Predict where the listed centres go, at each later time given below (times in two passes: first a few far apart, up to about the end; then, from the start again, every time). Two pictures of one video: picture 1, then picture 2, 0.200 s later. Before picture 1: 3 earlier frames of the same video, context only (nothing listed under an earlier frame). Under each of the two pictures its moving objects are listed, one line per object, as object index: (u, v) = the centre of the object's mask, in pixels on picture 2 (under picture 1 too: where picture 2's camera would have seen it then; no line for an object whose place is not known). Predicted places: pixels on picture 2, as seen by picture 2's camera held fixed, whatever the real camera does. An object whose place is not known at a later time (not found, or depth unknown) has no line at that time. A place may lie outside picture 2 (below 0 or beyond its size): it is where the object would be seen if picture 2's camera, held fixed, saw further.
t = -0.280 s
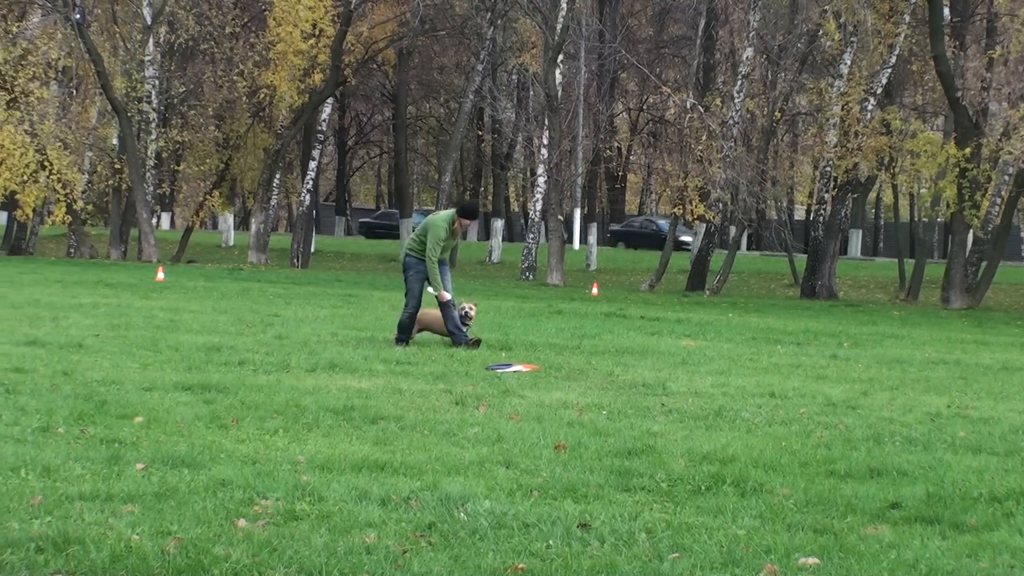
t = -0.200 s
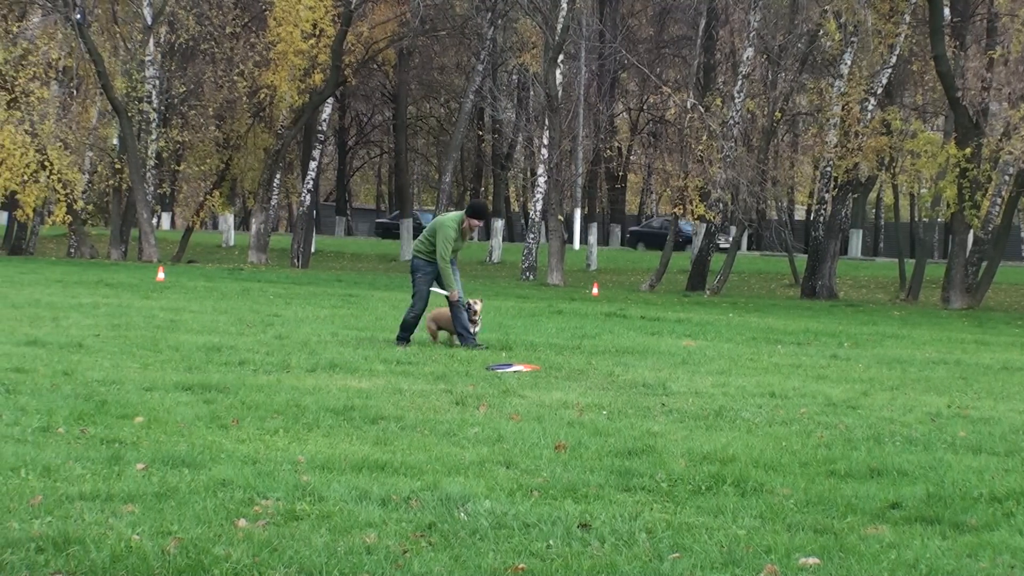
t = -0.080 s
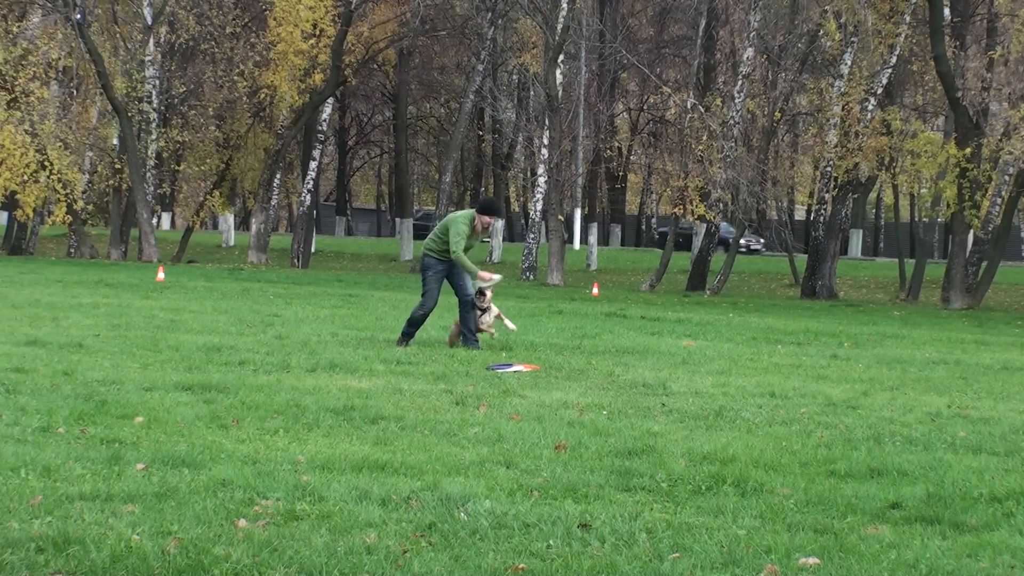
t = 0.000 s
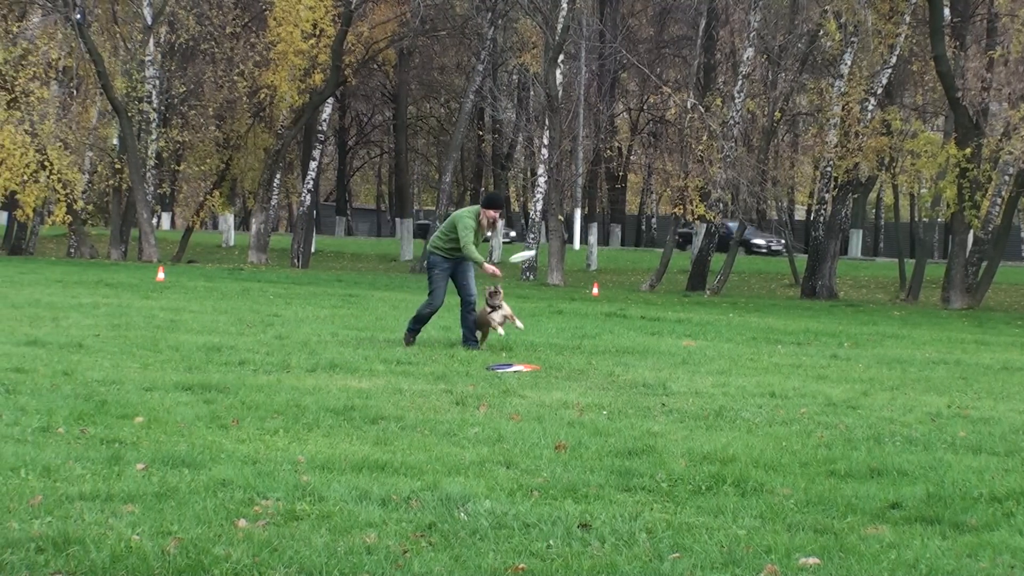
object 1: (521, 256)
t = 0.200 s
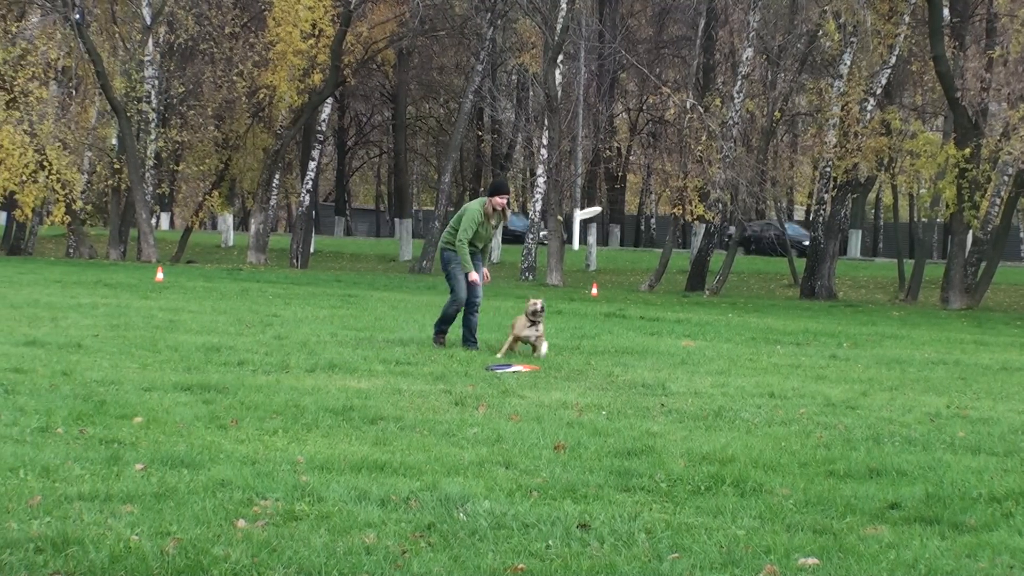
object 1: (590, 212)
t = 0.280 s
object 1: (613, 201)
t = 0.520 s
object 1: (679, 184)
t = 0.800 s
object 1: (745, 191)
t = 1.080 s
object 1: (798, 227)
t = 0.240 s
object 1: (600, 207)
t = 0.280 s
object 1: (613, 201)
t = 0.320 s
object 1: (625, 197)
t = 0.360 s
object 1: (637, 193)
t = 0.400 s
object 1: (649, 190)
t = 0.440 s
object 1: (660, 187)
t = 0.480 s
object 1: (669, 185)
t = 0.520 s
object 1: (679, 184)
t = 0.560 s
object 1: (689, 183)
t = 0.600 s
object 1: (698, 182)
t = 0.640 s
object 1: (708, 183)
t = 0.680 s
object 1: (717, 184)
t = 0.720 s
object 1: (727, 186)
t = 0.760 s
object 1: (736, 188)
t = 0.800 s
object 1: (745, 191)
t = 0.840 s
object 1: (753, 194)
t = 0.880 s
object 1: (761, 198)
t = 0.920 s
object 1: (769, 202)
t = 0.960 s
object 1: (777, 208)
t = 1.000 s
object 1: (783, 213)
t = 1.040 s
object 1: (791, 220)
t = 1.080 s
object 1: (798, 227)
